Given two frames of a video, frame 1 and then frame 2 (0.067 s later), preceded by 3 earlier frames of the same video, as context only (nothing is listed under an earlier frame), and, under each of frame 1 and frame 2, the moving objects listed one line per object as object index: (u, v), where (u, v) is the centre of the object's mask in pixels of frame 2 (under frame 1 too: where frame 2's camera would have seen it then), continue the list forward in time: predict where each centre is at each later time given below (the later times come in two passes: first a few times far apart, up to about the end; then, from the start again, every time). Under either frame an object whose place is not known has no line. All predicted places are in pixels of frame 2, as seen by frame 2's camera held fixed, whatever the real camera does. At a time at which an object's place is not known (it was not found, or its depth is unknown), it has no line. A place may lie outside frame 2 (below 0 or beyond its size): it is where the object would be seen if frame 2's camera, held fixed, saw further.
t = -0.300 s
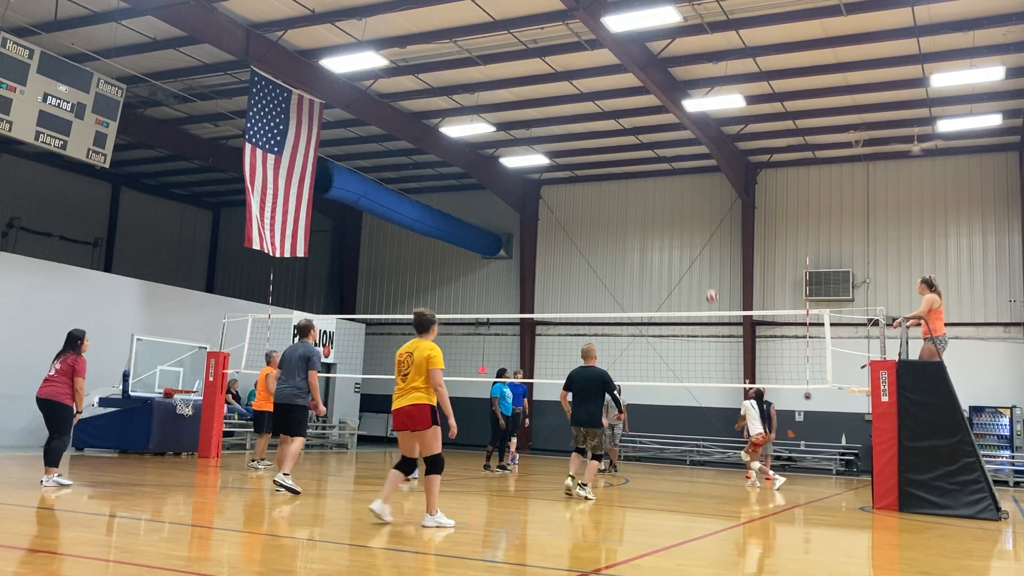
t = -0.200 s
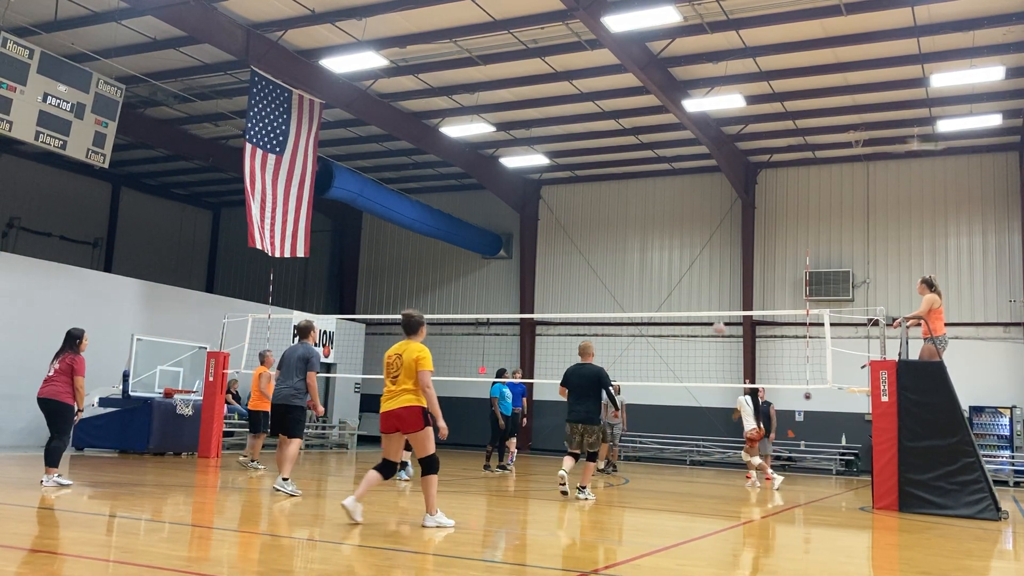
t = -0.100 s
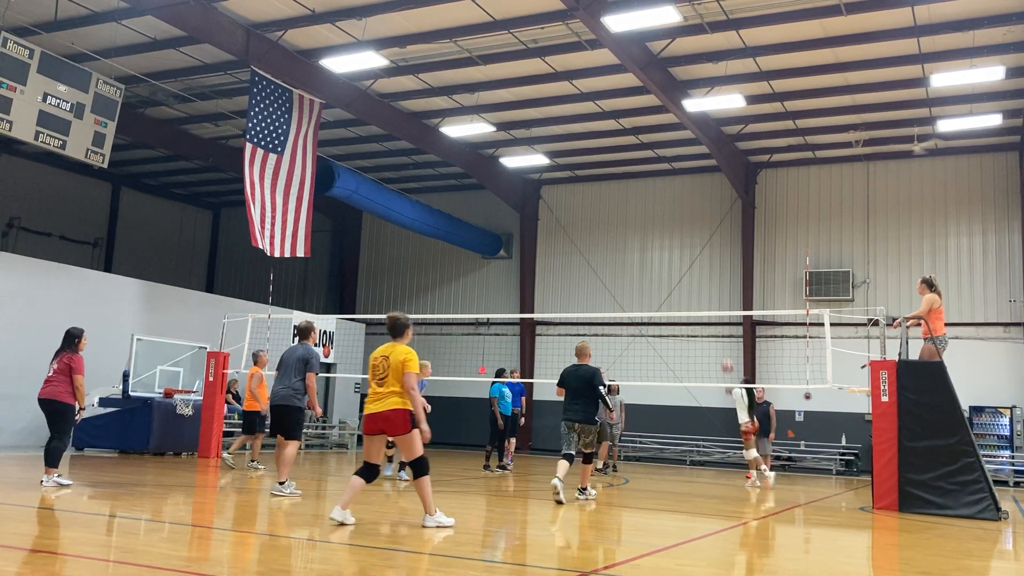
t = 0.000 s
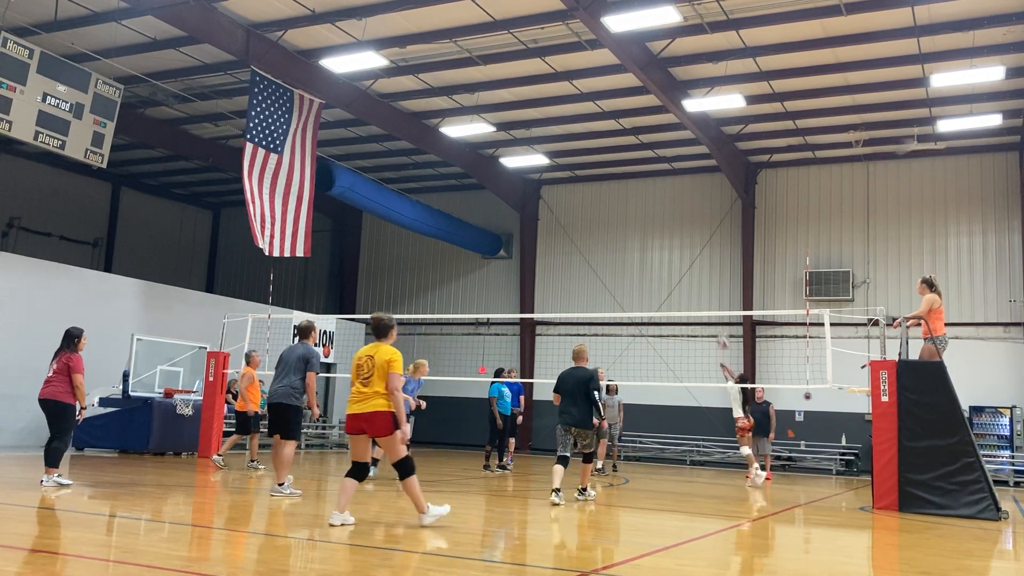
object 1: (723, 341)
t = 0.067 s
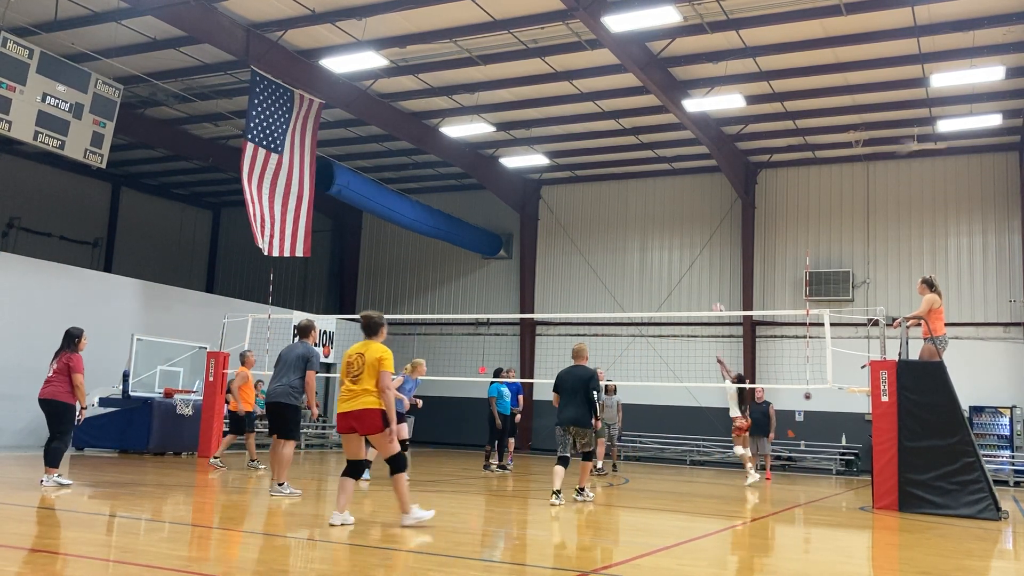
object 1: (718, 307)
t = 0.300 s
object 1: (699, 217)
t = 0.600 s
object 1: (668, 136)
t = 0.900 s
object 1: (628, 109)
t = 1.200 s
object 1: (576, 157)
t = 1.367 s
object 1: (540, 230)
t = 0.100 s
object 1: (715, 296)
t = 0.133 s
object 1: (713, 281)
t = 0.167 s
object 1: (710, 268)
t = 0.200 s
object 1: (708, 254)
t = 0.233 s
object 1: (705, 241)
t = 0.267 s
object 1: (702, 228)
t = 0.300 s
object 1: (699, 217)
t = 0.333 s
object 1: (696, 206)
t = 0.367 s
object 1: (693, 195)
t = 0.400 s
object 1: (690, 185)
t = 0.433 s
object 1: (687, 175)
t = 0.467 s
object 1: (683, 166)
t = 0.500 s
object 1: (679, 157)
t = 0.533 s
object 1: (676, 150)
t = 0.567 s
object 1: (672, 142)
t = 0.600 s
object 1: (668, 136)
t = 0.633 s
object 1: (664, 130)
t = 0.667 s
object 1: (660, 125)
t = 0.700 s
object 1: (656, 120)
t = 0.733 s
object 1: (651, 115)
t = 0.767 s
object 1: (647, 113)
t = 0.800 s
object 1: (643, 110)
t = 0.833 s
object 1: (638, 109)
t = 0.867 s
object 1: (633, 109)
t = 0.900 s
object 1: (628, 109)
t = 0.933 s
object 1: (622, 110)
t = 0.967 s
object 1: (617, 111)
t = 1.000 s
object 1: (613, 114)
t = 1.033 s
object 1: (607, 118)
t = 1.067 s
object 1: (600, 124)
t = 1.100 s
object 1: (595, 130)
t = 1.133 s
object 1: (588, 137)
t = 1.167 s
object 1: (582, 146)
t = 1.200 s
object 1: (576, 157)
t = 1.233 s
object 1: (569, 168)
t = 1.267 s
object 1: (562, 182)
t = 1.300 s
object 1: (554, 196)
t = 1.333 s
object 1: (547, 211)
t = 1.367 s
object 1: (540, 230)
